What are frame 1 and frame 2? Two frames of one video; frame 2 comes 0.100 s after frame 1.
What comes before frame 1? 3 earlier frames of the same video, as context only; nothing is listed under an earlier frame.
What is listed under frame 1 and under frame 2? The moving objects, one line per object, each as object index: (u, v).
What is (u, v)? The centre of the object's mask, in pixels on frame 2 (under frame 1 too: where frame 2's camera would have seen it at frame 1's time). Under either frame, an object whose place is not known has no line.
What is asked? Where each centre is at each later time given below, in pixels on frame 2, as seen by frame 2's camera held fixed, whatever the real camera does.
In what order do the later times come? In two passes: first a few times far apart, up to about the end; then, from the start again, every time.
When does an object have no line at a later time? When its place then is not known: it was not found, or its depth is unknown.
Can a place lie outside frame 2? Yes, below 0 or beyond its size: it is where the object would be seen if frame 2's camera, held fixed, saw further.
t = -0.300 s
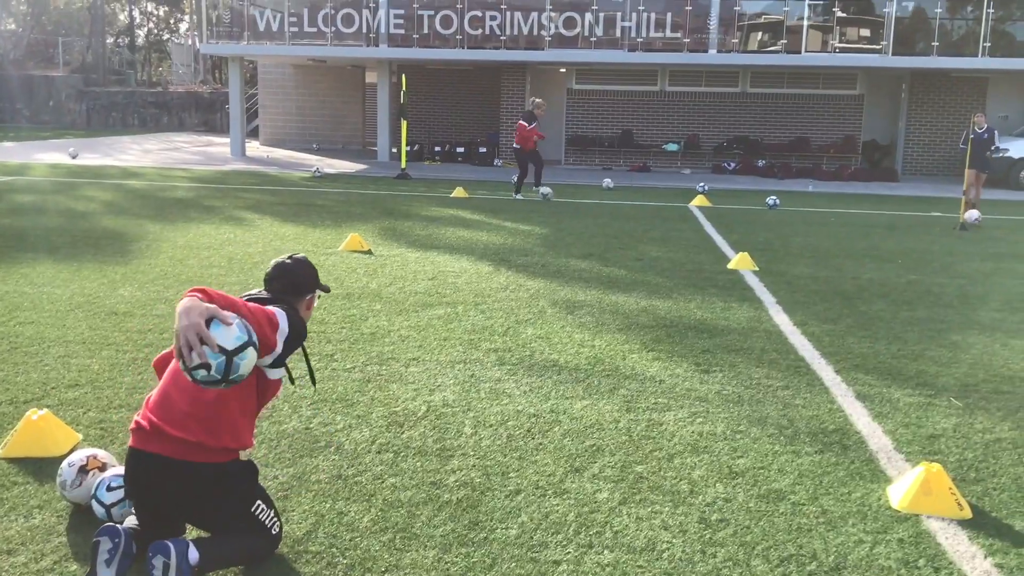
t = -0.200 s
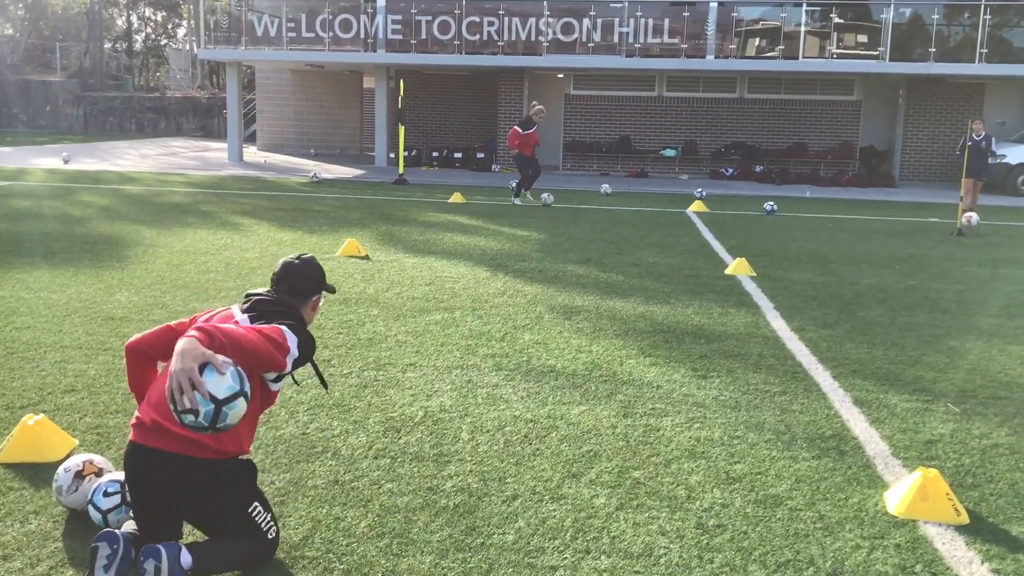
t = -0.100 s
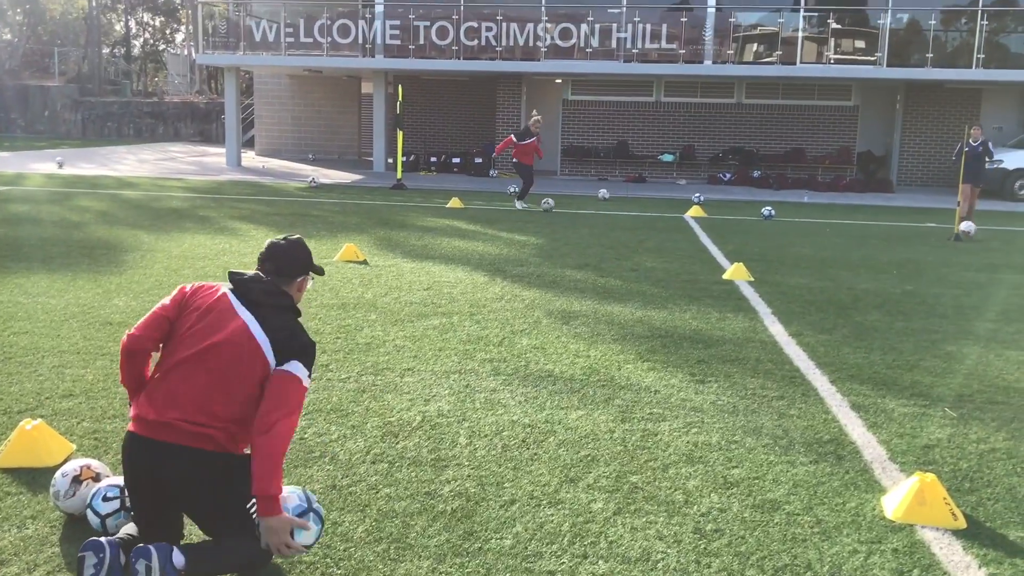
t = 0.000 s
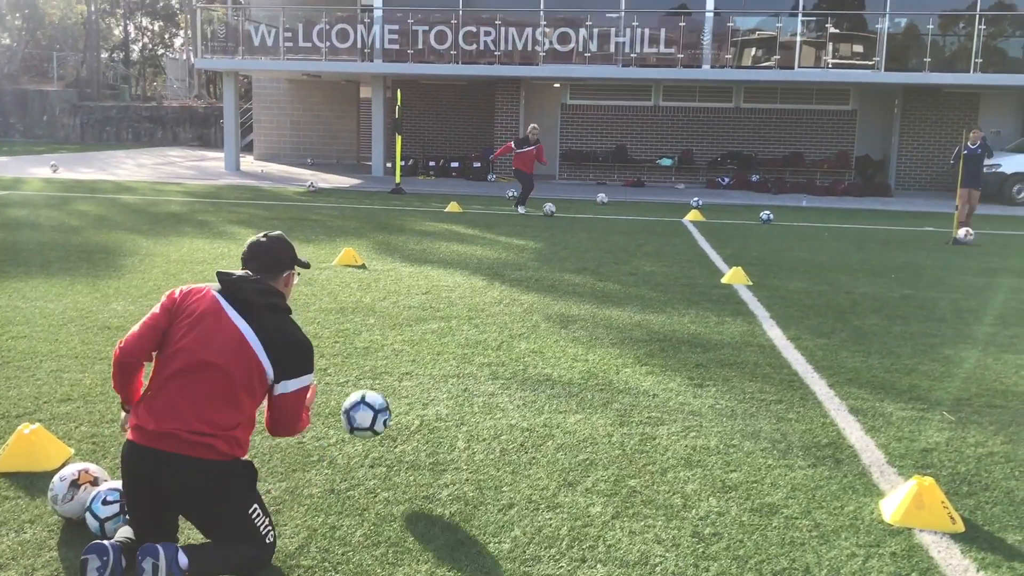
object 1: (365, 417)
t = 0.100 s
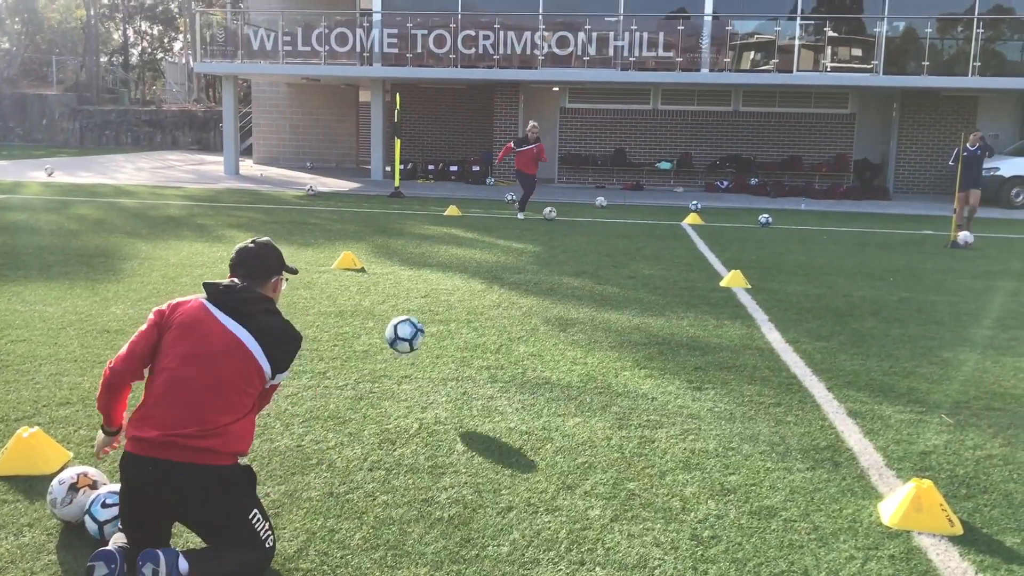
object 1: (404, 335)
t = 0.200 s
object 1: (431, 300)
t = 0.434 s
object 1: (465, 255)
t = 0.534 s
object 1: (475, 235)
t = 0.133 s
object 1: (414, 319)
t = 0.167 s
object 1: (423, 307)
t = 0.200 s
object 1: (431, 300)
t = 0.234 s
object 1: (437, 295)
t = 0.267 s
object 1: (442, 292)
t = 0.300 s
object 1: (448, 291)
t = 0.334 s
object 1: (452, 292)
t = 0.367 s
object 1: (457, 280)
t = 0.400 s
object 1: (461, 267)
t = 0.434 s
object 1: (465, 255)
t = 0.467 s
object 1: (469, 247)
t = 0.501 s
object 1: (472, 240)
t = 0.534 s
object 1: (475, 235)
